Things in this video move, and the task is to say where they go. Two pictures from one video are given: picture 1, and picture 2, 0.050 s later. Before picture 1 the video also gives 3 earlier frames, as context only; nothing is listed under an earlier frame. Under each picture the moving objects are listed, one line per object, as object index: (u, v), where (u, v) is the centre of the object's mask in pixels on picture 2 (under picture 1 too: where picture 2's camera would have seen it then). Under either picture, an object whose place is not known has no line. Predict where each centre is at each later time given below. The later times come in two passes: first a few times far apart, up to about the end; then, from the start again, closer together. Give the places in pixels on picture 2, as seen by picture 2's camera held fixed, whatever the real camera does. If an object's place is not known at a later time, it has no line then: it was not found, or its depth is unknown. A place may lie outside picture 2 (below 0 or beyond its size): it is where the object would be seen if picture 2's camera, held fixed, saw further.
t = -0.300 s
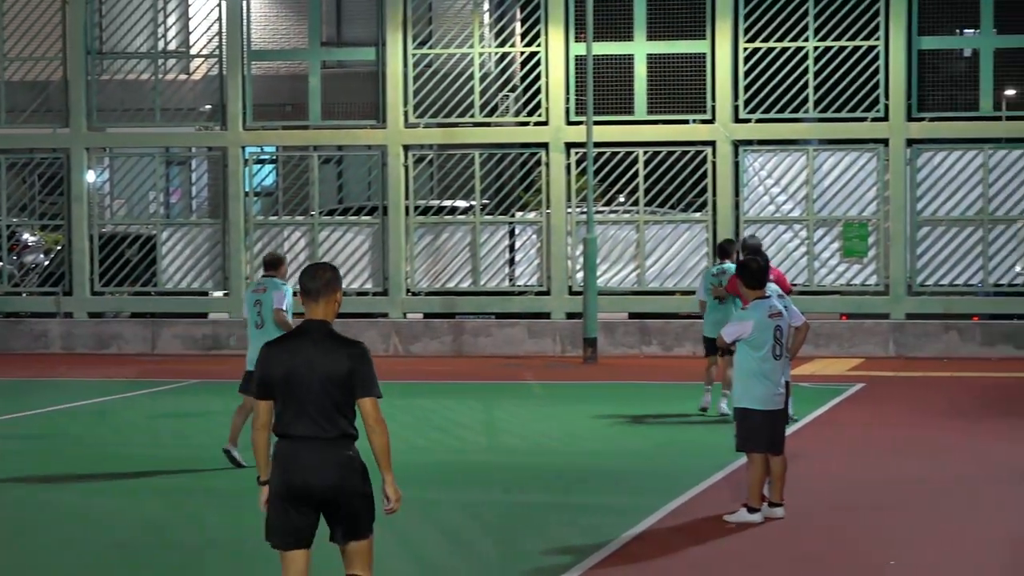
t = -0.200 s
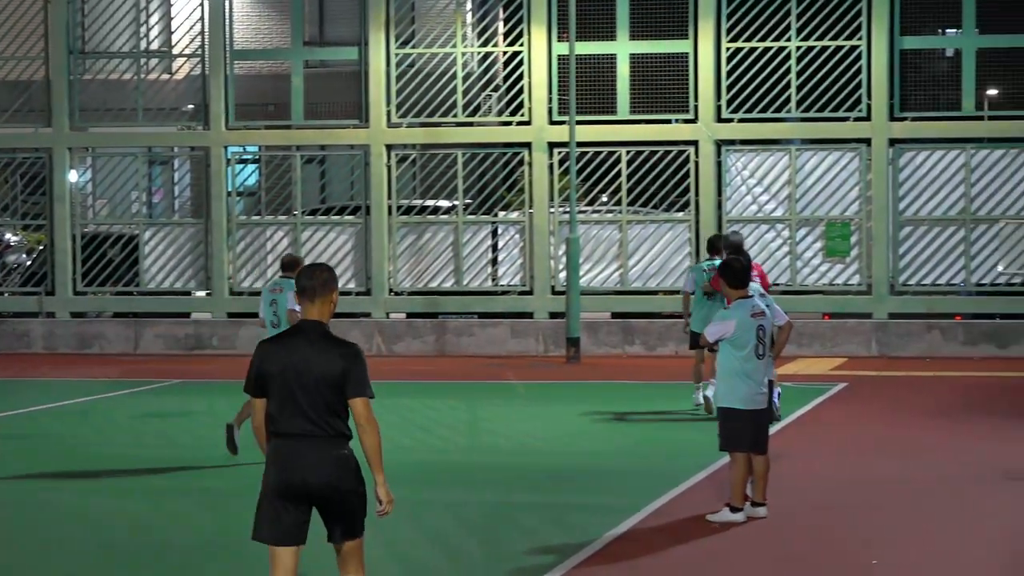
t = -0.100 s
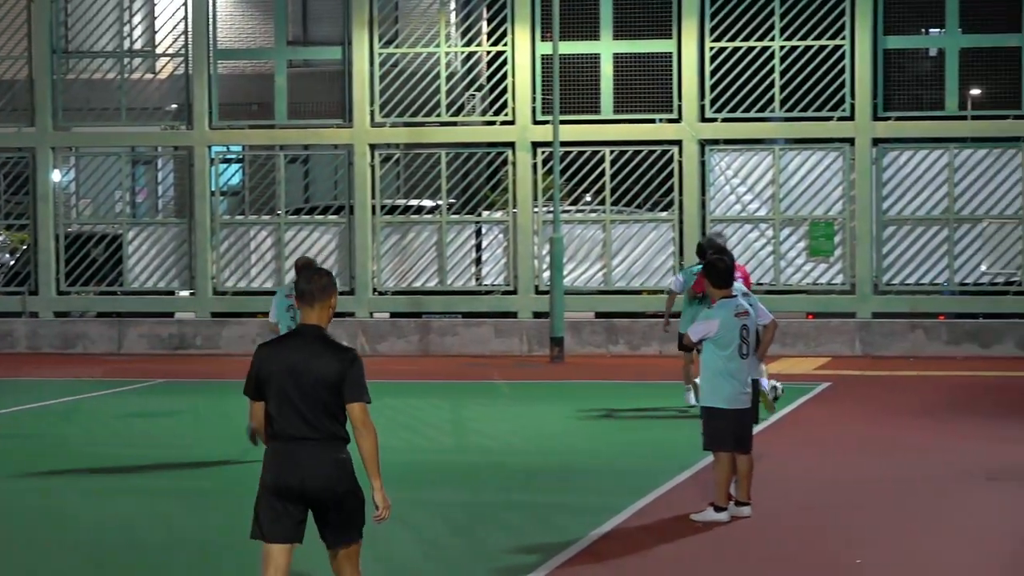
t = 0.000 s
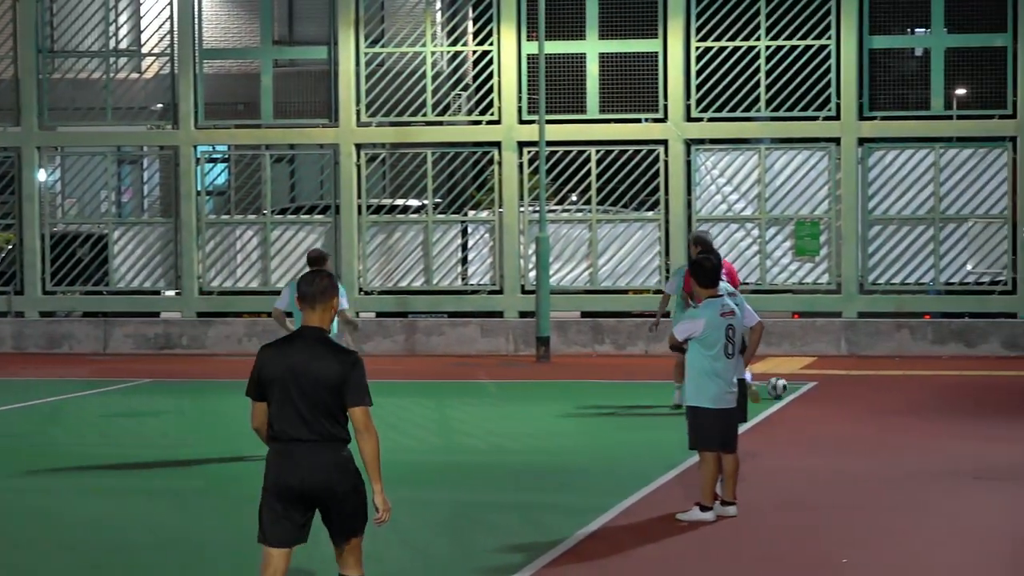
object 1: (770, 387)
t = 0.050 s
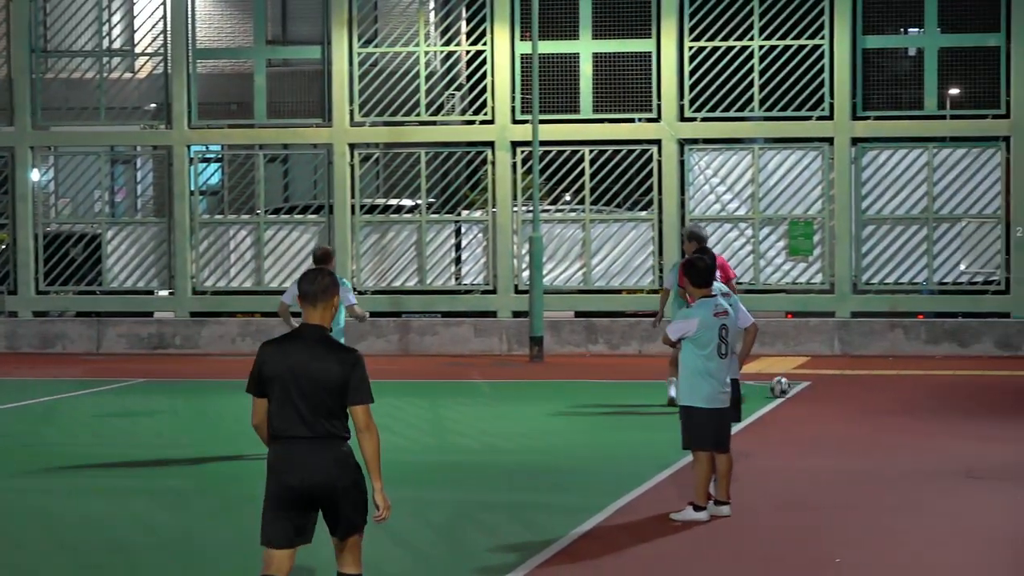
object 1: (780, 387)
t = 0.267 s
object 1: (818, 383)
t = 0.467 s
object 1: (852, 379)
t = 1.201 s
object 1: (961, 366)
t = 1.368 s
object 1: (982, 363)
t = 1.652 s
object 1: (1016, 358)
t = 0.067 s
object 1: (783, 386)
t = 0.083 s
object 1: (786, 385)
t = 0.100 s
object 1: (790, 386)
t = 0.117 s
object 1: (792, 386)
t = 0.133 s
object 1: (796, 385)
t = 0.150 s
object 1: (799, 385)
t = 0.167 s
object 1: (801, 384)
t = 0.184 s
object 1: (804, 384)
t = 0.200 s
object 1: (807, 384)
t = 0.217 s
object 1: (809, 384)
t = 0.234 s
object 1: (813, 384)
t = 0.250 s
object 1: (815, 383)
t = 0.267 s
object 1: (818, 383)
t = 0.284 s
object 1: (821, 382)
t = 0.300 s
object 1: (824, 383)
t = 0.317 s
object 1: (827, 383)
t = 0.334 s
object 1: (830, 382)
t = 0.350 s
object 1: (833, 380)
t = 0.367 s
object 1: (836, 380)
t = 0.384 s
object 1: (838, 380)
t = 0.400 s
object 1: (841, 380)
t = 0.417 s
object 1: (844, 380)
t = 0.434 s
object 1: (846, 380)
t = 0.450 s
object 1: (850, 379)
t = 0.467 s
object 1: (852, 379)
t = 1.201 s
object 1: (961, 366)
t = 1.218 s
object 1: (963, 366)
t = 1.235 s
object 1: (965, 366)
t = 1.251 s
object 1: (967, 365)
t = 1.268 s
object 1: (970, 364)
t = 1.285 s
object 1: (972, 364)
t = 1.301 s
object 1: (974, 365)
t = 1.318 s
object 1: (976, 364)
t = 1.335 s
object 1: (978, 364)
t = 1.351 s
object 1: (980, 363)
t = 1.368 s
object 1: (982, 363)
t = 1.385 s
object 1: (984, 362)
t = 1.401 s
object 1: (986, 362)
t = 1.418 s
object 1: (987, 362)
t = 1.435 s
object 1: (991, 363)
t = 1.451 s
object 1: (993, 362)
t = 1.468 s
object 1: (995, 362)
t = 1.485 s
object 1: (997, 361)
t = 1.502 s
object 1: (998, 360)
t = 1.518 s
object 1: (1000, 359)
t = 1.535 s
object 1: (1003, 359)
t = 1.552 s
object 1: (1004, 359)
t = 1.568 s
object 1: (1007, 359)
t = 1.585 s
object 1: (1009, 360)
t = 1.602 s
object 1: (1010, 360)
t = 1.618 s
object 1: (1012, 359)
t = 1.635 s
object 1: (1015, 359)
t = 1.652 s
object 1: (1016, 358)
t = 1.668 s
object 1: (1018, 358)
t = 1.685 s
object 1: (1020, 359)
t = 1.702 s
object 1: (1021, 359)
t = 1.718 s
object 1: (1021, 358)
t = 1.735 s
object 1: (1021, 357)
